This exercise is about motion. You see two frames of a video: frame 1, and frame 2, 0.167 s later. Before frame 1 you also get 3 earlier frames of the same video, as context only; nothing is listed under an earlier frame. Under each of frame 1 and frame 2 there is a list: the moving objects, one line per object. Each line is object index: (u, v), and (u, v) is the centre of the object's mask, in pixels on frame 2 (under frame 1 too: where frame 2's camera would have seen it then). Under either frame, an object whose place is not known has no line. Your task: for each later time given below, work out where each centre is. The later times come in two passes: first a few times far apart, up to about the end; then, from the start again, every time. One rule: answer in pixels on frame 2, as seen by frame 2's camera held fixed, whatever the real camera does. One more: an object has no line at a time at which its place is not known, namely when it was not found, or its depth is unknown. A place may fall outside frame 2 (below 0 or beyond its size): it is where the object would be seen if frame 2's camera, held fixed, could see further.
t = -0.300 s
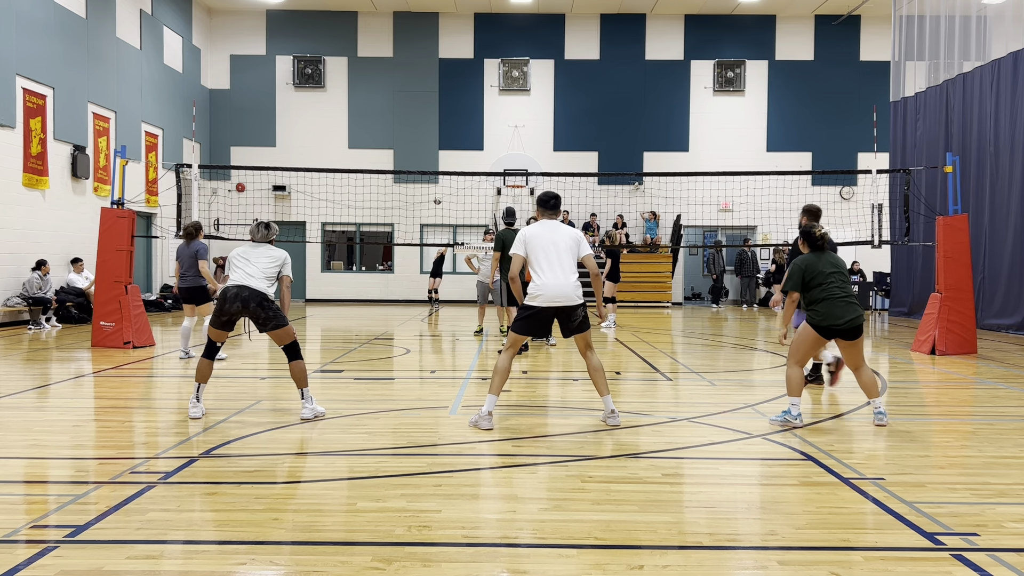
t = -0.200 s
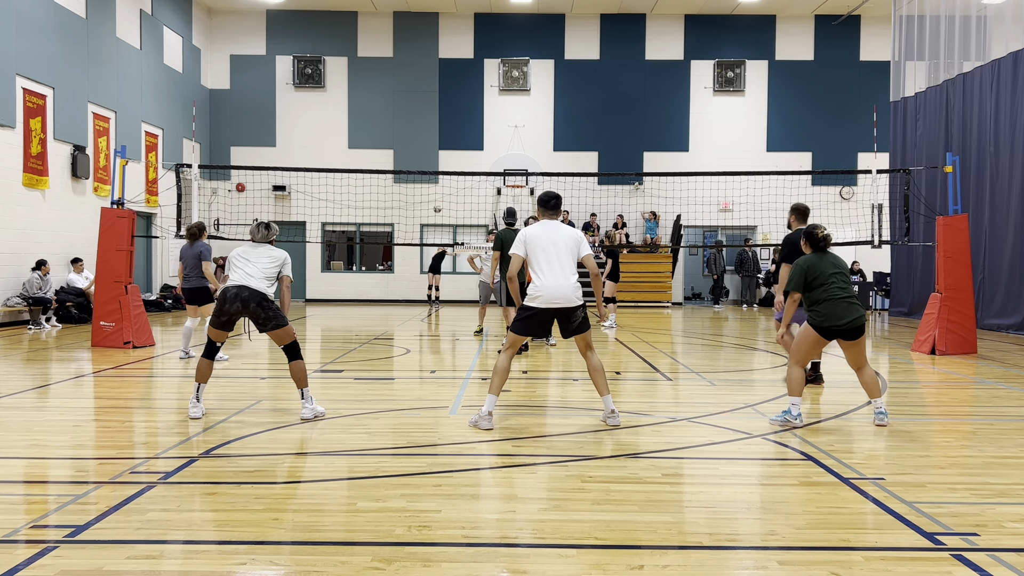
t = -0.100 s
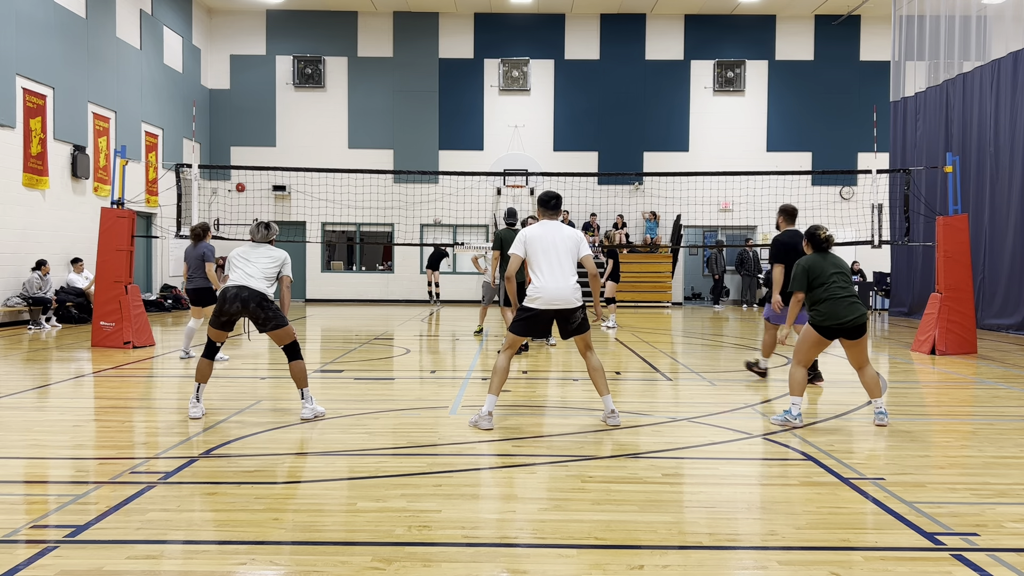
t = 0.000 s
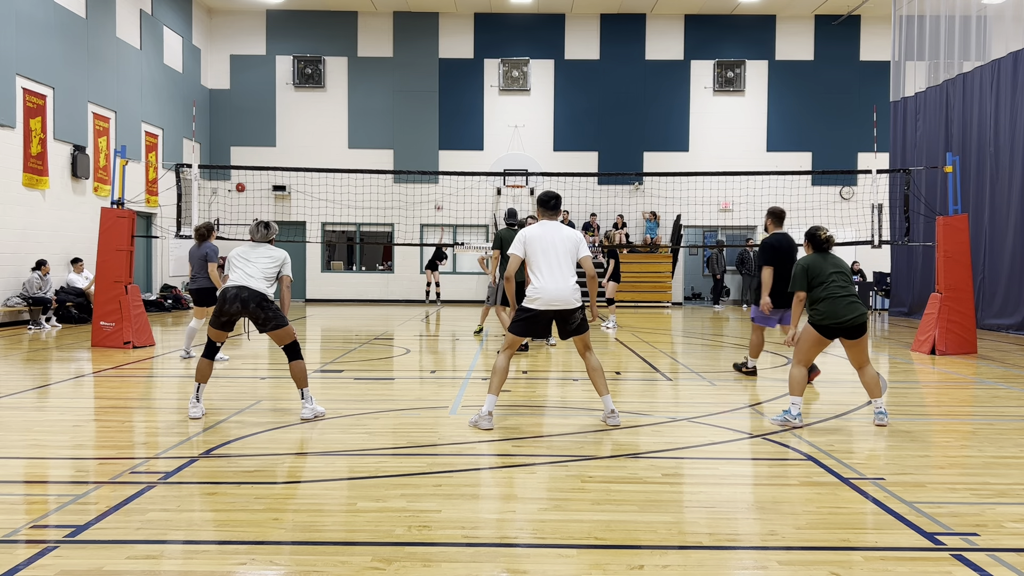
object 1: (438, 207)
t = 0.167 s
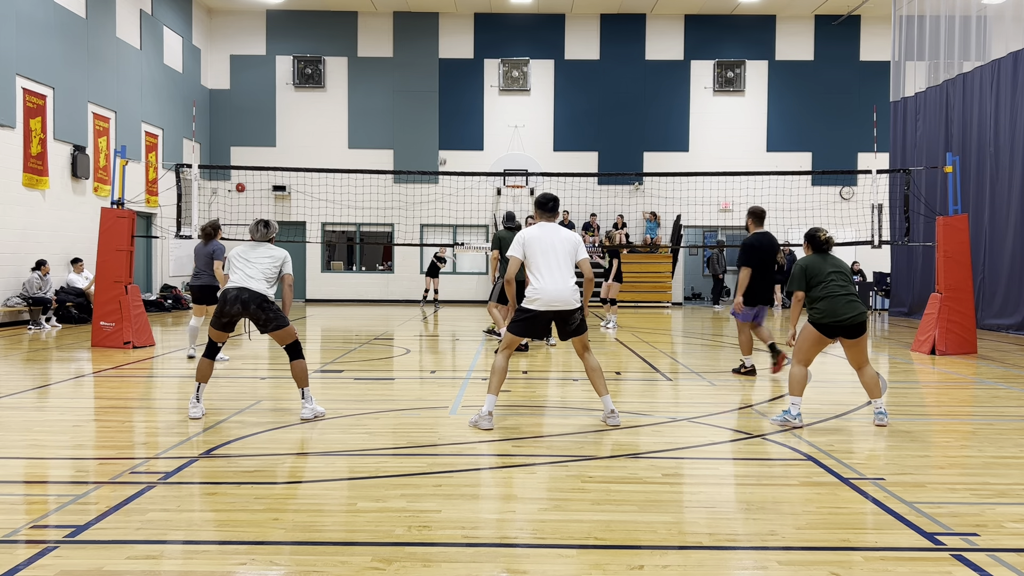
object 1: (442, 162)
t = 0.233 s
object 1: (444, 144)
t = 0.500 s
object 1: (454, 89)
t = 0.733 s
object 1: (467, 62)
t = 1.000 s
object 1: (491, 73)
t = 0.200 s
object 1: (443, 152)
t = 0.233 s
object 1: (444, 144)
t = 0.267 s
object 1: (445, 137)
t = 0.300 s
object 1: (446, 129)
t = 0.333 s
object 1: (447, 122)
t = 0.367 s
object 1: (448, 115)
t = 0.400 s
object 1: (449, 108)
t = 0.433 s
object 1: (451, 101)
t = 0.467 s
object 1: (452, 95)
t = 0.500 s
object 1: (454, 89)
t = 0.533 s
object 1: (456, 83)
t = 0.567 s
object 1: (458, 78)
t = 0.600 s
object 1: (460, 74)
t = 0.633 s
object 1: (461, 70)
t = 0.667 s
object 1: (463, 67)
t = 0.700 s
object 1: (465, 64)
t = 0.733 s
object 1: (467, 62)
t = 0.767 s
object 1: (469, 60)
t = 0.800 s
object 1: (472, 59)
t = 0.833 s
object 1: (475, 59)
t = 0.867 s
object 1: (478, 60)
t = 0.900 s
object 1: (481, 61)
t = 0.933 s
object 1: (484, 64)
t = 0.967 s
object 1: (488, 67)
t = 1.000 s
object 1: (491, 73)
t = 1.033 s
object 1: (496, 79)
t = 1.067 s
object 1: (500, 88)
